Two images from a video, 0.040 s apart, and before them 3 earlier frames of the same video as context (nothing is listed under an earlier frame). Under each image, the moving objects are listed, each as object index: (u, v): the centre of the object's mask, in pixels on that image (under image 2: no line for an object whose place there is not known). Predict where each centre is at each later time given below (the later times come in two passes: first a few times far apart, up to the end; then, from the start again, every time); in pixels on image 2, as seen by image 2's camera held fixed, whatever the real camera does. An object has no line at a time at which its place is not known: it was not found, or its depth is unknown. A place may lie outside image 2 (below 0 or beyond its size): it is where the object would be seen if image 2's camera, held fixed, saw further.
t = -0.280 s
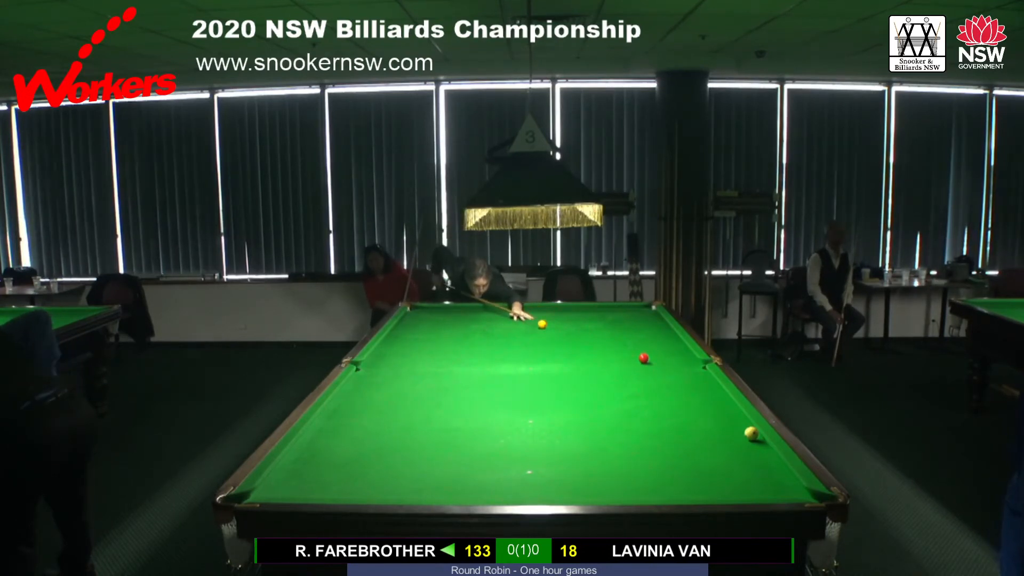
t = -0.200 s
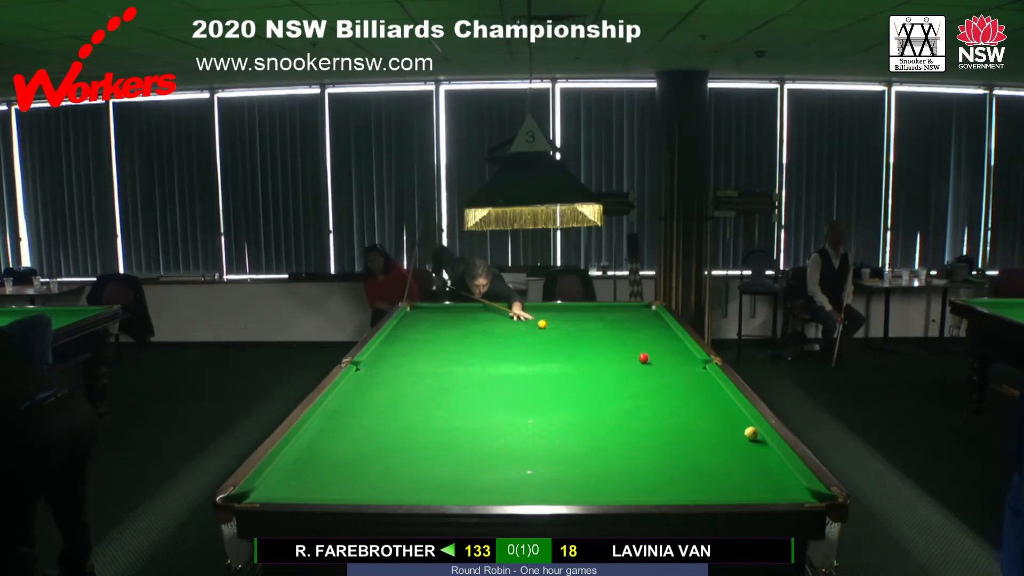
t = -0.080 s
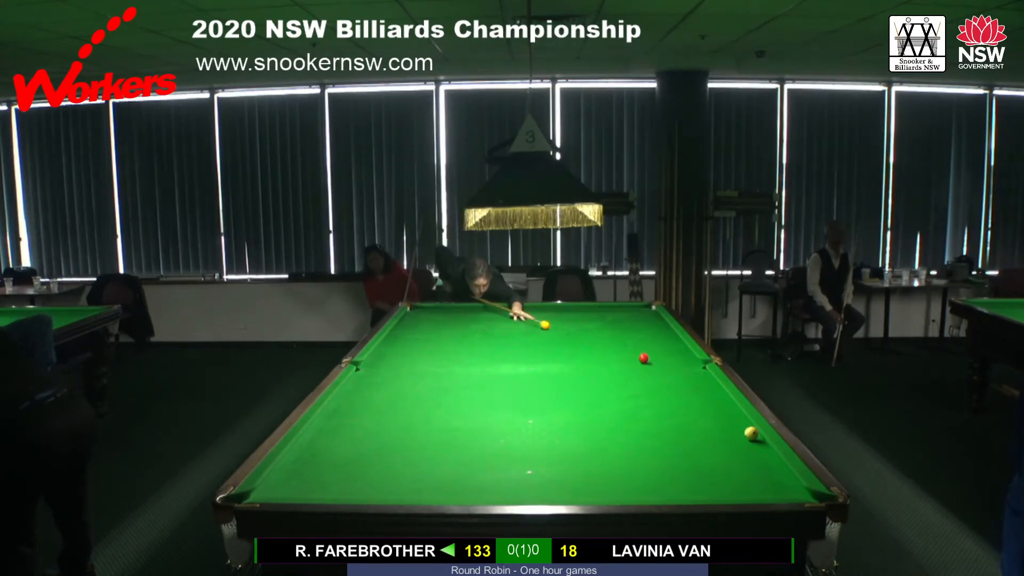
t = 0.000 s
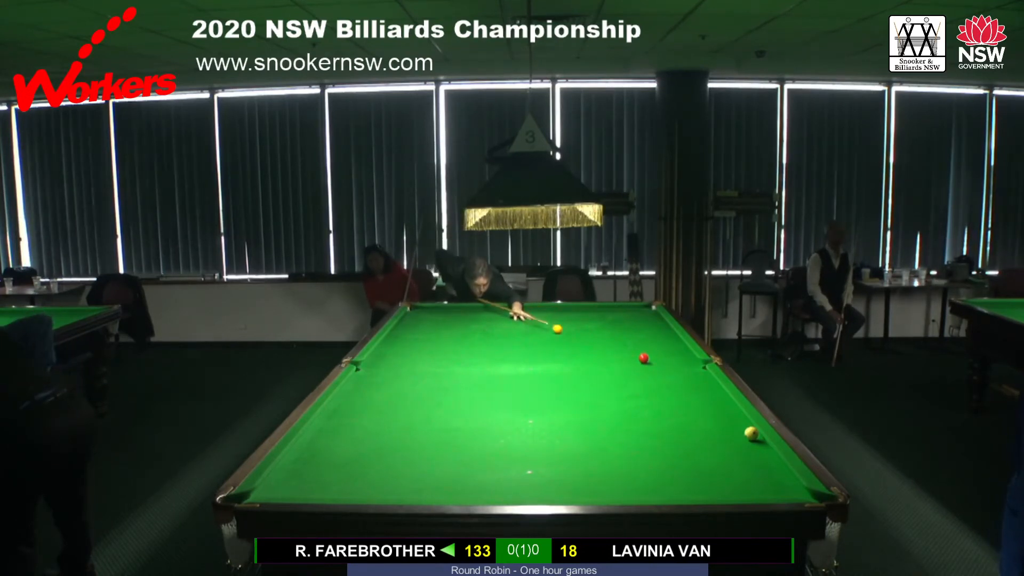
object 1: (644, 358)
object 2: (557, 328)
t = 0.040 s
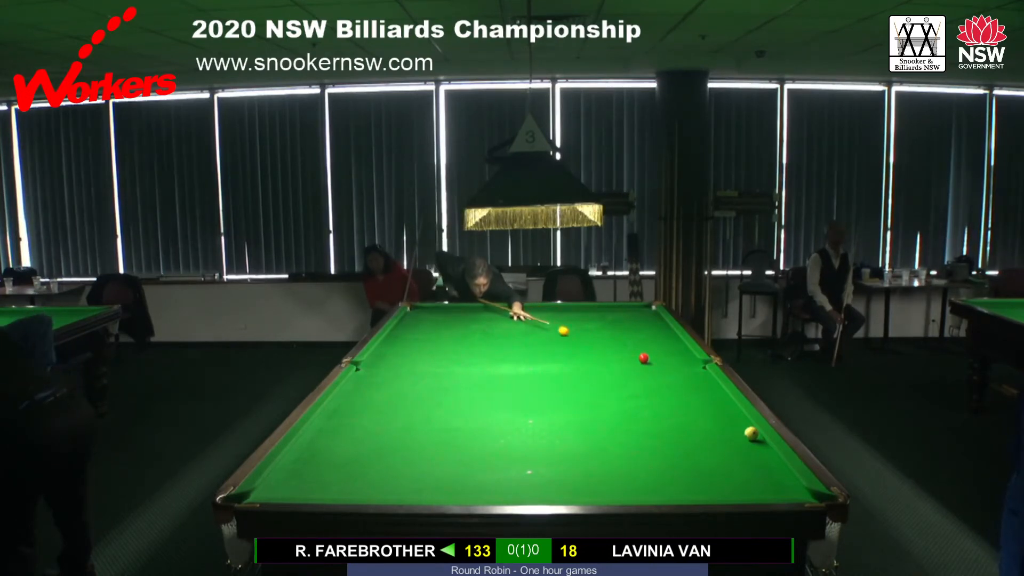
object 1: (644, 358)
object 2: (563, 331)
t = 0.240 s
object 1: (644, 358)
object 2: (597, 341)
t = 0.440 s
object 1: (644, 358)
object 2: (634, 353)
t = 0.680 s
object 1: (661, 371)
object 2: (665, 357)
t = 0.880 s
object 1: (678, 382)
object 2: (690, 361)
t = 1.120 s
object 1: (699, 396)
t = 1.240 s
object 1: (710, 404)
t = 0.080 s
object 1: (644, 358)
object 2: (570, 333)
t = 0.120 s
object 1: (644, 358)
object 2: (576, 335)
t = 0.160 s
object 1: (644, 358)
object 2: (583, 337)
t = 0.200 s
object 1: (644, 358)
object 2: (590, 339)
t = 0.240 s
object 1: (644, 358)
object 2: (597, 341)
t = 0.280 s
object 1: (644, 358)
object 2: (604, 344)
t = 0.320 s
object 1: (644, 358)
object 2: (611, 346)
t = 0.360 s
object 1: (644, 358)
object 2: (619, 349)
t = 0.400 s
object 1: (644, 358)
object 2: (626, 351)
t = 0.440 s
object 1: (644, 358)
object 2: (634, 353)
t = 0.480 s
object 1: (645, 359)
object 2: (639, 354)
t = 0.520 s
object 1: (648, 361)
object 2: (645, 354)
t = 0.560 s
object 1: (652, 364)
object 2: (650, 355)
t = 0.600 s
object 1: (655, 366)
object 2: (655, 356)
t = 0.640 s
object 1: (658, 368)
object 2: (660, 357)
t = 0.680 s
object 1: (661, 371)
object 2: (665, 357)
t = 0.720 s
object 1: (665, 373)
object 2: (670, 358)
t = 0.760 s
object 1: (668, 375)
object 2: (675, 359)
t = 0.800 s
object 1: (671, 377)
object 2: (680, 359)
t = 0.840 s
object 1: (674, 379)
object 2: (685, 360)
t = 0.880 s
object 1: (678, 382)
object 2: (690, 361)
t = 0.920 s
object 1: (681, 384)
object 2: (695, 361)
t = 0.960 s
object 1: (685, 387)
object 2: (700, 362)
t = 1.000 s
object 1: (688, 389)
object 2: (704, 363)
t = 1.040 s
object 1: (691, 391)
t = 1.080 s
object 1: (695, 394)
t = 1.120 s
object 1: (699, 396)
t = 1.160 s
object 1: (702, 399)
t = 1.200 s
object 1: (706, 401)
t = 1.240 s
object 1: (710, 404)
